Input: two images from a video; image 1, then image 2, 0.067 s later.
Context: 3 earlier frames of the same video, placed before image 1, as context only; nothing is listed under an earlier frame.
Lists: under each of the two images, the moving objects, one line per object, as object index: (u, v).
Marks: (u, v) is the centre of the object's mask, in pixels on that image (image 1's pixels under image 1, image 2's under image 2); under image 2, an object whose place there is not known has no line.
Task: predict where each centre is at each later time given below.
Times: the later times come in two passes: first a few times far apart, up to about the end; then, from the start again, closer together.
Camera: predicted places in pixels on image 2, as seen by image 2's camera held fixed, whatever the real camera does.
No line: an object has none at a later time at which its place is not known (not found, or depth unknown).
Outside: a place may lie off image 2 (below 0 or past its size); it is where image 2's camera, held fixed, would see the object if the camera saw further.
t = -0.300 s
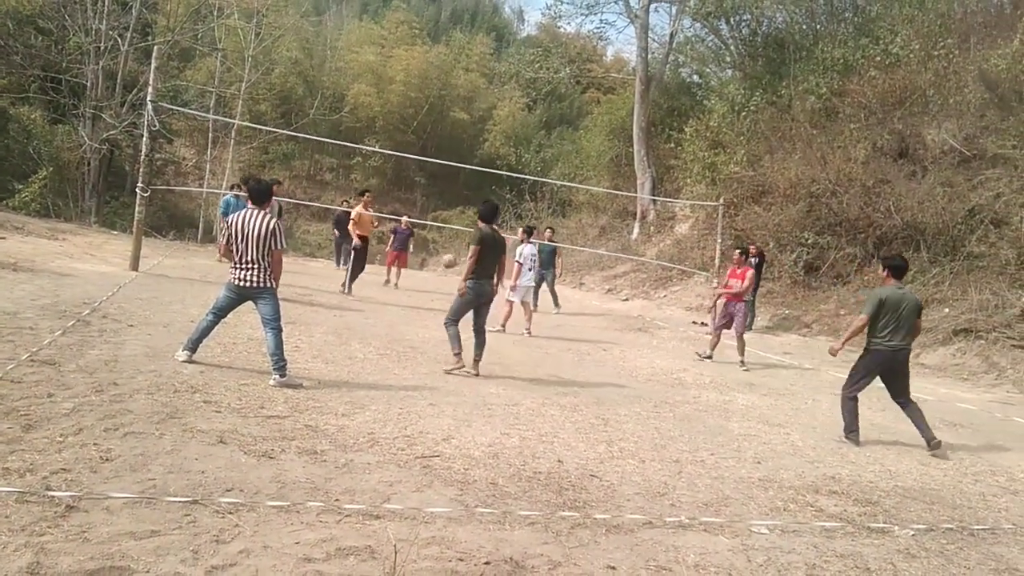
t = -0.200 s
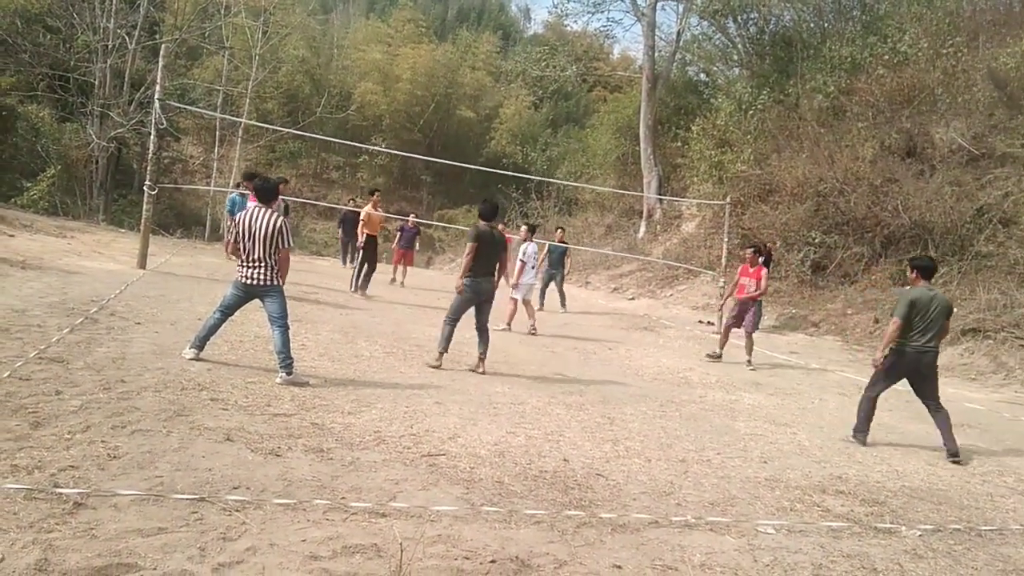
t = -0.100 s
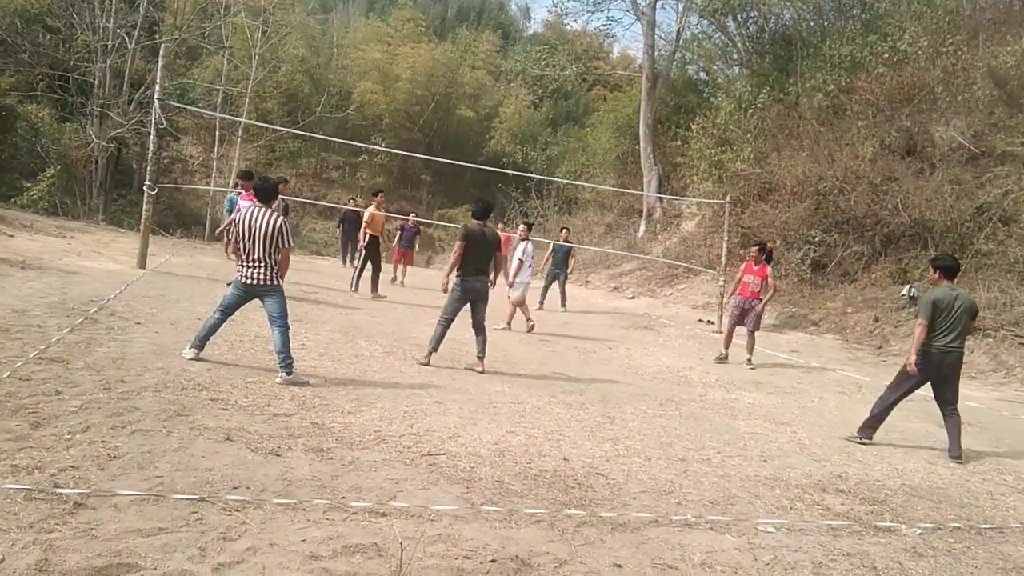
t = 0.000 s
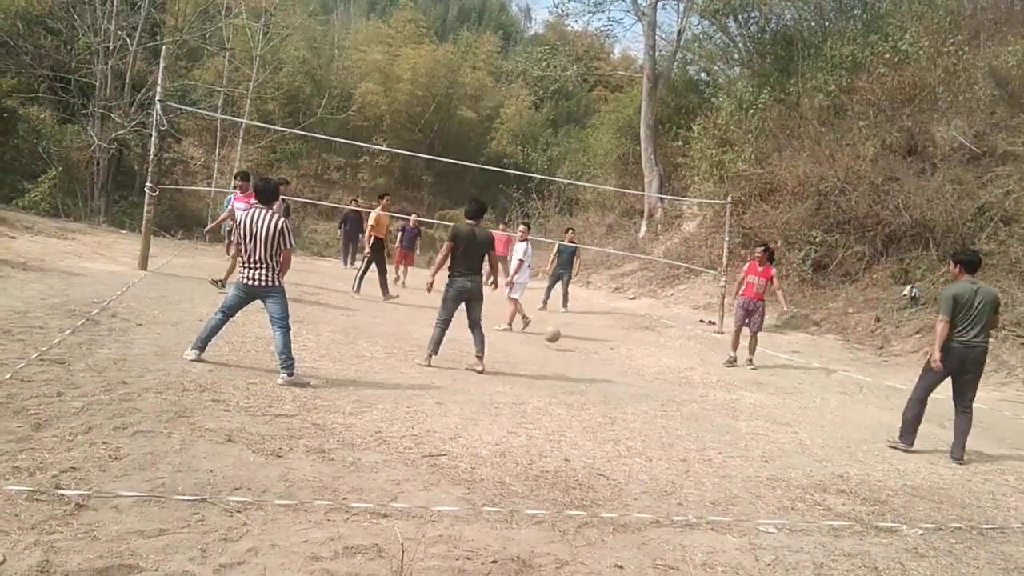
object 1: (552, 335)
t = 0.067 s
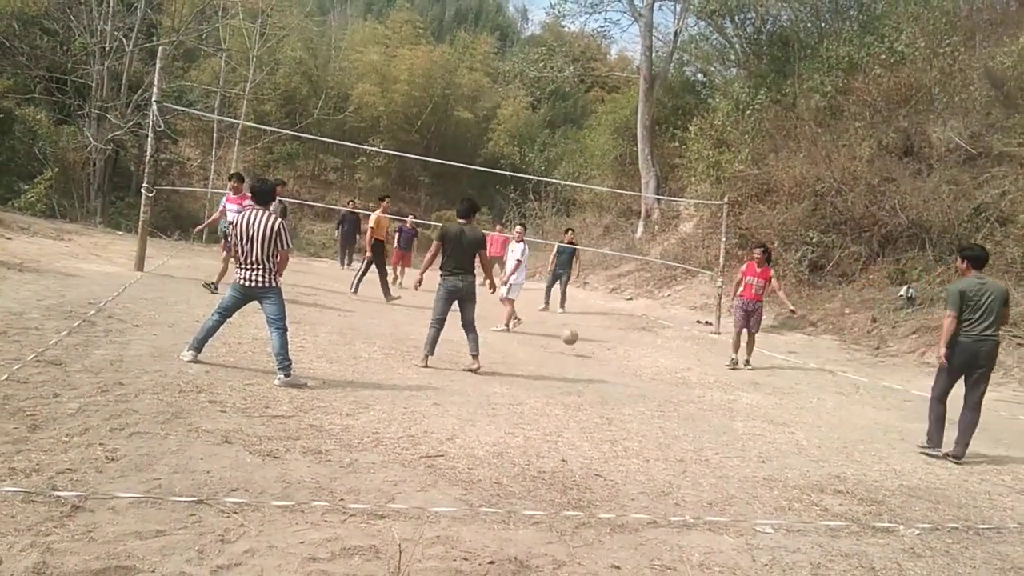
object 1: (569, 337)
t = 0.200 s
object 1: (609, 314)
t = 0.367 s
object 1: (660, 306)
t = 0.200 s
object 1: (609, 314)
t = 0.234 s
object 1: (620, 310)
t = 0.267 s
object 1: (629, 308)
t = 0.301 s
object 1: (639, 305)
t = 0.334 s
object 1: (649, 306)
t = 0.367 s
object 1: (660, 306)
